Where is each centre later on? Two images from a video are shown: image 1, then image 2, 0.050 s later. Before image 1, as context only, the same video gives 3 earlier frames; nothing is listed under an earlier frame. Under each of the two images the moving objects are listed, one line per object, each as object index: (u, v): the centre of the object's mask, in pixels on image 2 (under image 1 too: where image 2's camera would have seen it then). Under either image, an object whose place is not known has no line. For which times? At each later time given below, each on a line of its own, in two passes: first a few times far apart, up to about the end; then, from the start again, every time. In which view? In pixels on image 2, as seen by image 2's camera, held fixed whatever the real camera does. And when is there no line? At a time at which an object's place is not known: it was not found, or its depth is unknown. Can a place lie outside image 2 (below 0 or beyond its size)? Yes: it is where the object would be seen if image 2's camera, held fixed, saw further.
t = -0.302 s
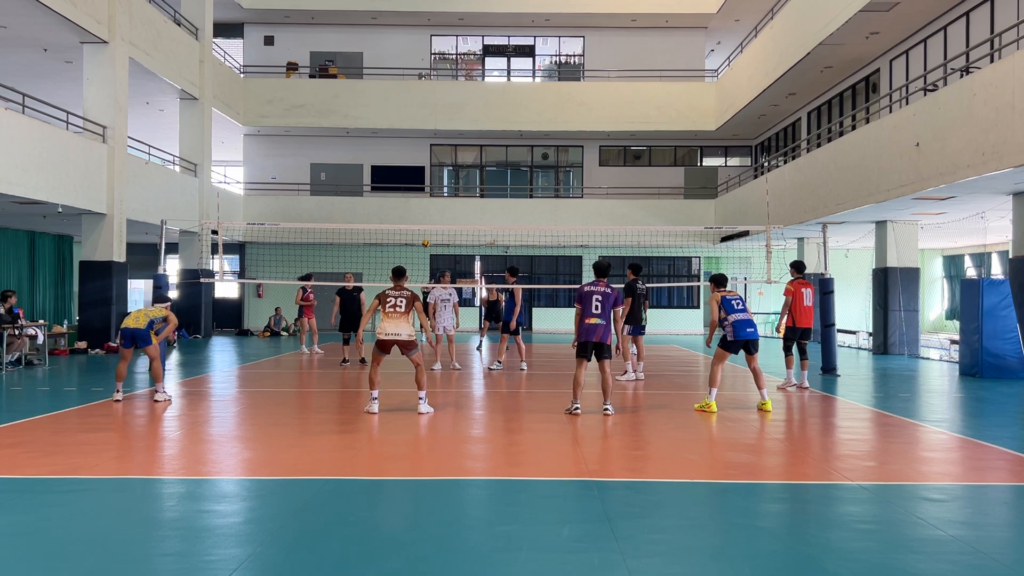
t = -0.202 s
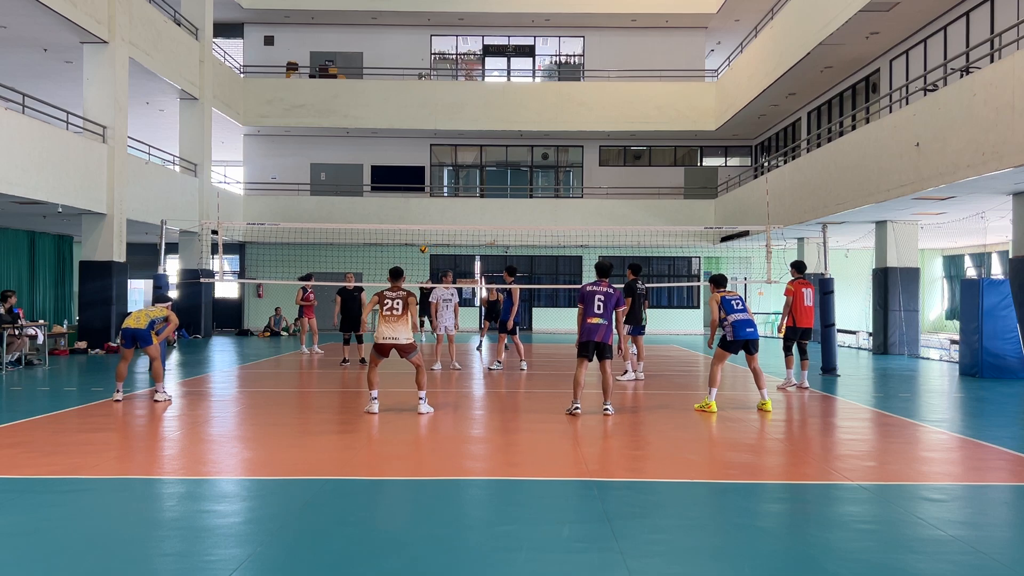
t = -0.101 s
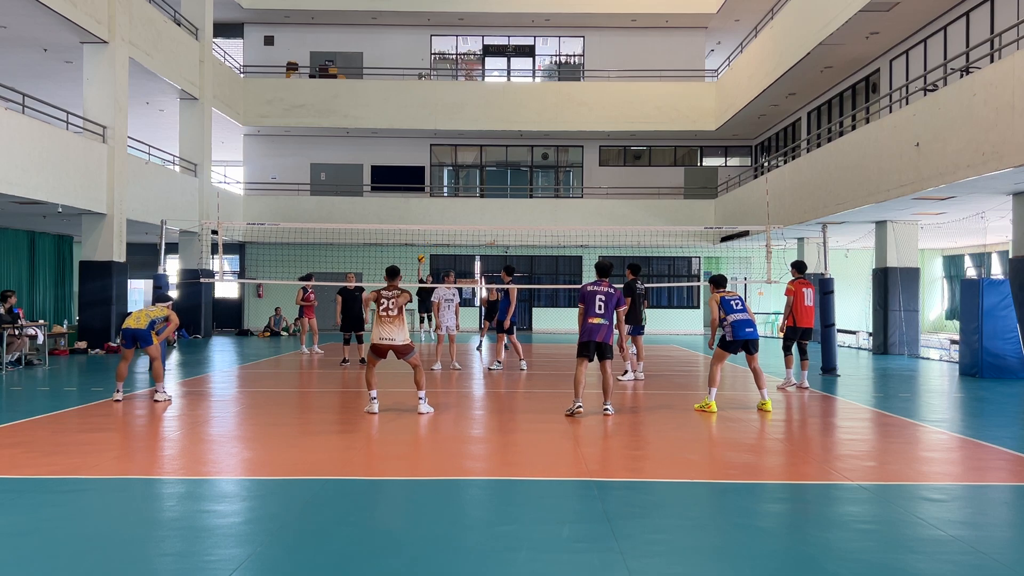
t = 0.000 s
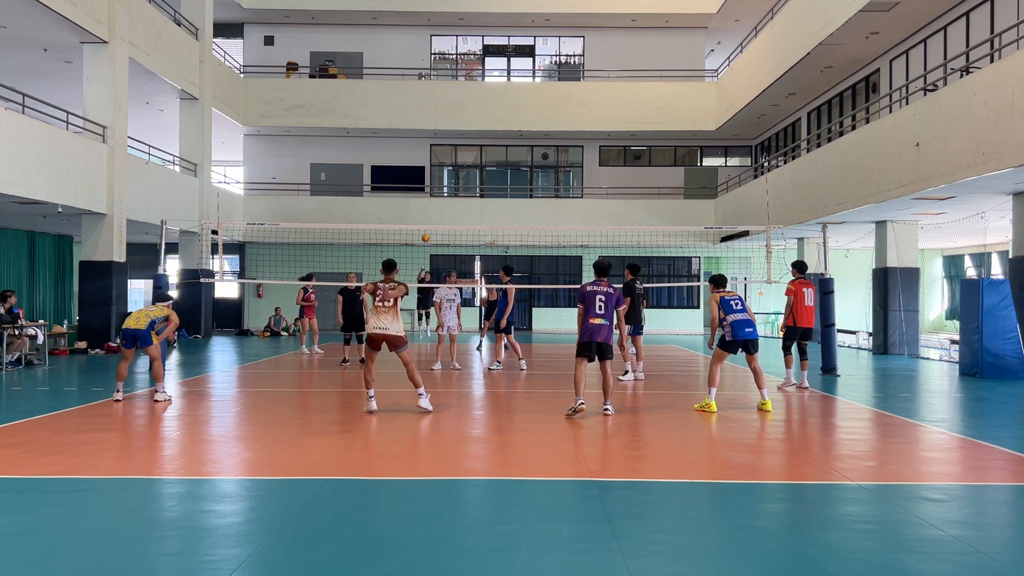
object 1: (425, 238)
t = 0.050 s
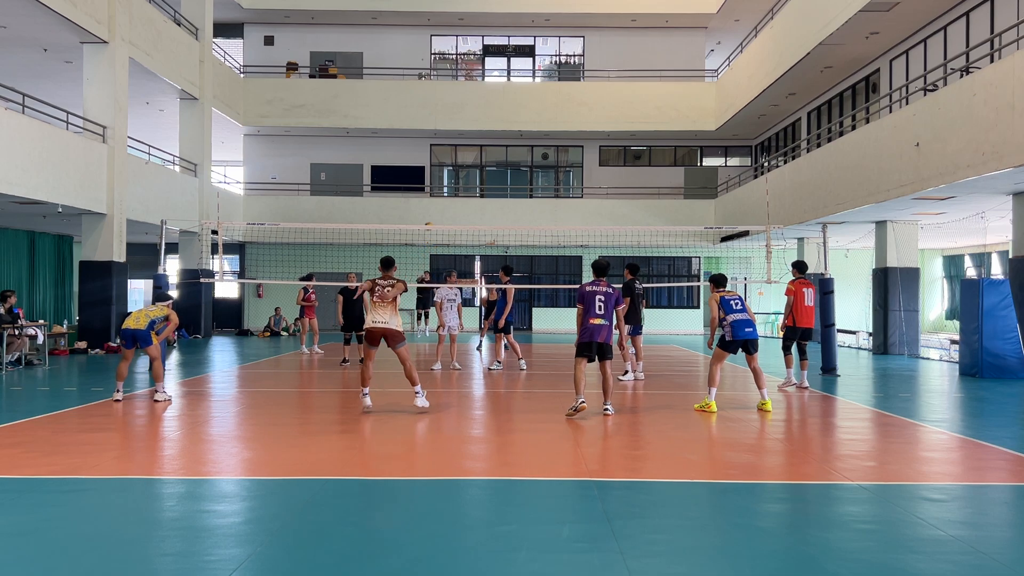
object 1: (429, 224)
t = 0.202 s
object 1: (438, 192)
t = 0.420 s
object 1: (456, 154)
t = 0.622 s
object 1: (481, 131)
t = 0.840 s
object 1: (515, 127)
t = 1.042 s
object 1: (561, 151)
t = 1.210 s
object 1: (607, 203)
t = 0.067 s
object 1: (430, 222)
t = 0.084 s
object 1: (430, 218)
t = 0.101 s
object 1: (431, 215)
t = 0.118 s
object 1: (432, 211)
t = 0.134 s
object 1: (433, 207)
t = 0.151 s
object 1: (435, 203)
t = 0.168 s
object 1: (436, 199)
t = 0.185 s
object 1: (437, 196)
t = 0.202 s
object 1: (438, 192)
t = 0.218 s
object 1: (439, 190)
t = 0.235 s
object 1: (440, 186)
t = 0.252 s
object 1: (442, 183)
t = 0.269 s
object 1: (443, 180)
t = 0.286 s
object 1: (444, 176)
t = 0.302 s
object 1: (446, 173)
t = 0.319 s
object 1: (447, 170)
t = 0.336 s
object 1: (449, 167)
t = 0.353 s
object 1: (450, 165)
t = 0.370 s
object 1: (452, 162)
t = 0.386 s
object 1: (453, 159)
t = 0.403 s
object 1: (455, 157)
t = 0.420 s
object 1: (456, 154)
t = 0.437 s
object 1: (458, 151)
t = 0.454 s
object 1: (460, 149)
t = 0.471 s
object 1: (462, 147)
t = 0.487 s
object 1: (464, 145)
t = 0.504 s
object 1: (466, 142)
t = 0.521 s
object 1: (468, 140)
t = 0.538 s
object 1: (470, 139)
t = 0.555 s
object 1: (472, 137)
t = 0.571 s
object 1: (474, 135)
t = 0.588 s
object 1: (476, 134)
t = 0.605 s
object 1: (479, 132)
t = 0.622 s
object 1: (481, 131)
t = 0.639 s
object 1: (483, 130)
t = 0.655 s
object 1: (485, 129)
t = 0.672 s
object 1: (488, 128)
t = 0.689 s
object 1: (490, 127)
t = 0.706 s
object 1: (493, 126)
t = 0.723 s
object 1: (495, 126)
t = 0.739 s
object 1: (498, 126)
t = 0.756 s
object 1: (500, 126)
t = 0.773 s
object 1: (503, 126)
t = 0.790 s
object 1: (506, 126)
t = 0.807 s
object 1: (509, 126)
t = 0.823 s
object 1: (512, 127)
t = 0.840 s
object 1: (515, 127)
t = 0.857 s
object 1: (518, 128)
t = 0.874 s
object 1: (522, 129)
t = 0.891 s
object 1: (525, 130)
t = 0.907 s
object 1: (528, 132)
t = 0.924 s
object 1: (532, 133)
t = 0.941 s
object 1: (536, 135)
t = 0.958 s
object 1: (540, 137)
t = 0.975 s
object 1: (545, 139)
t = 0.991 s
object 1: (548, 142)
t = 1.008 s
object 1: (552, 145)
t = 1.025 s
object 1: (557, 147)
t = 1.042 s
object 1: (561, 151)
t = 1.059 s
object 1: (565, 155)
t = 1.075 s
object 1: (569, 159)
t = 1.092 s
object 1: (573, 163)
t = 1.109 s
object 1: (578, 168)
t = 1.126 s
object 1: (582, 173)
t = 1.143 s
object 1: (587, 179)
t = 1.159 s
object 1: (592, 184)
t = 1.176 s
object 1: (597, 190)
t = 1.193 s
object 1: (602, 196)
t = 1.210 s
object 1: (607, 203)
